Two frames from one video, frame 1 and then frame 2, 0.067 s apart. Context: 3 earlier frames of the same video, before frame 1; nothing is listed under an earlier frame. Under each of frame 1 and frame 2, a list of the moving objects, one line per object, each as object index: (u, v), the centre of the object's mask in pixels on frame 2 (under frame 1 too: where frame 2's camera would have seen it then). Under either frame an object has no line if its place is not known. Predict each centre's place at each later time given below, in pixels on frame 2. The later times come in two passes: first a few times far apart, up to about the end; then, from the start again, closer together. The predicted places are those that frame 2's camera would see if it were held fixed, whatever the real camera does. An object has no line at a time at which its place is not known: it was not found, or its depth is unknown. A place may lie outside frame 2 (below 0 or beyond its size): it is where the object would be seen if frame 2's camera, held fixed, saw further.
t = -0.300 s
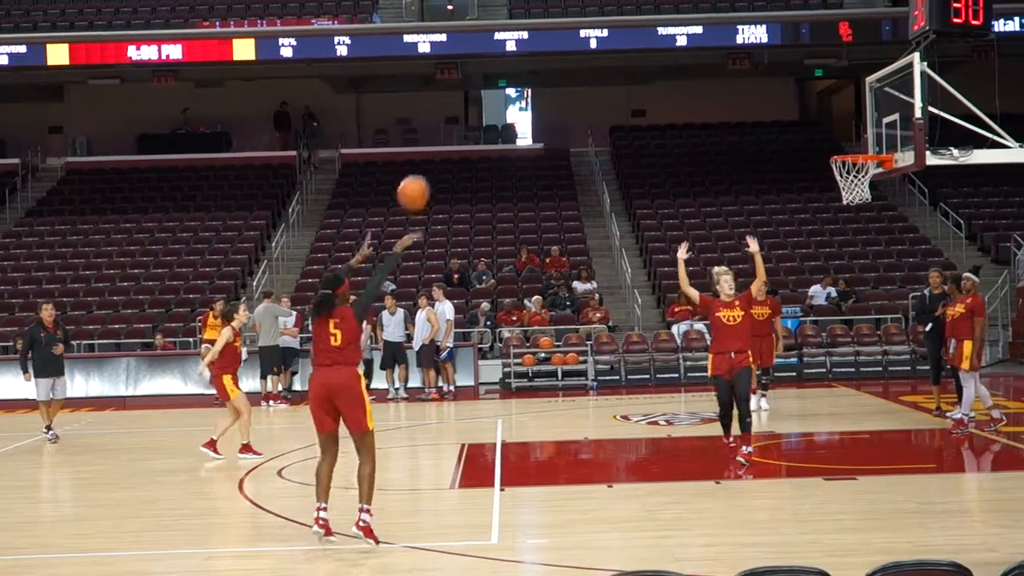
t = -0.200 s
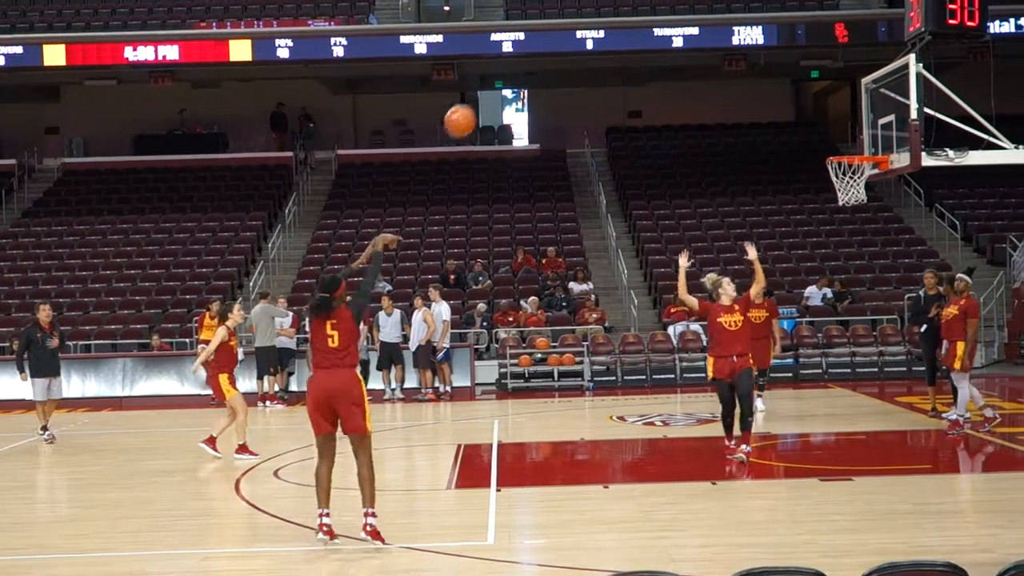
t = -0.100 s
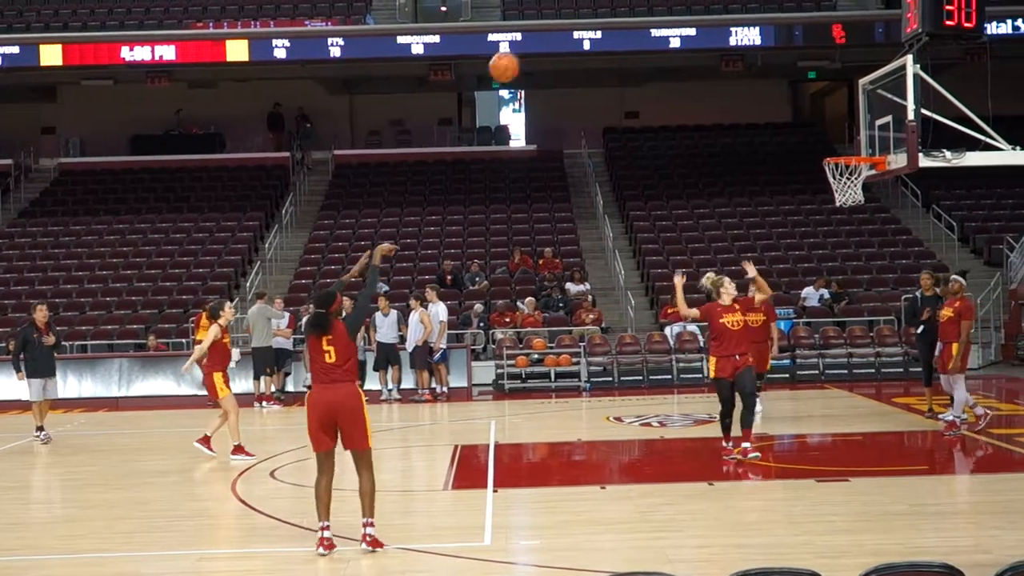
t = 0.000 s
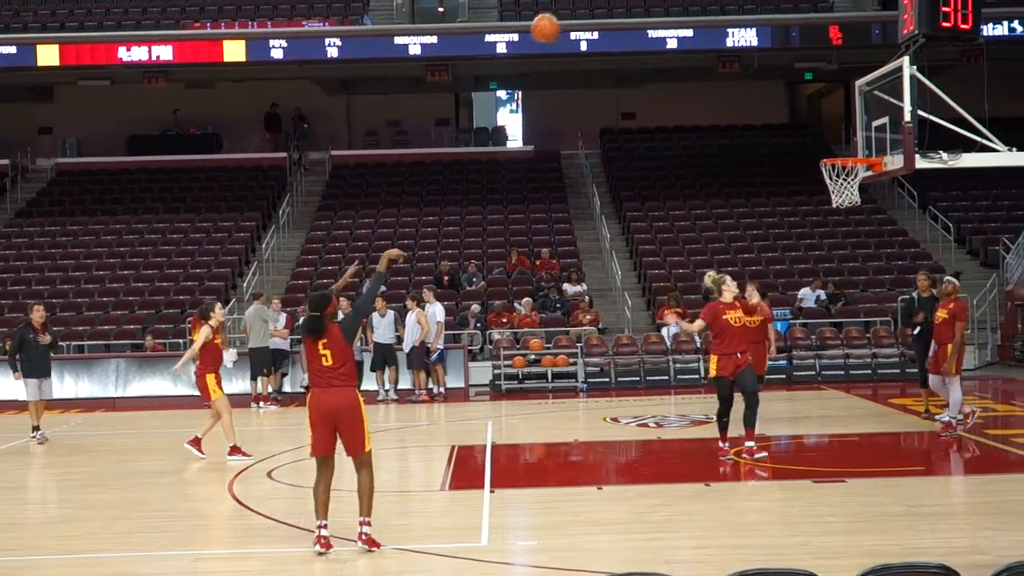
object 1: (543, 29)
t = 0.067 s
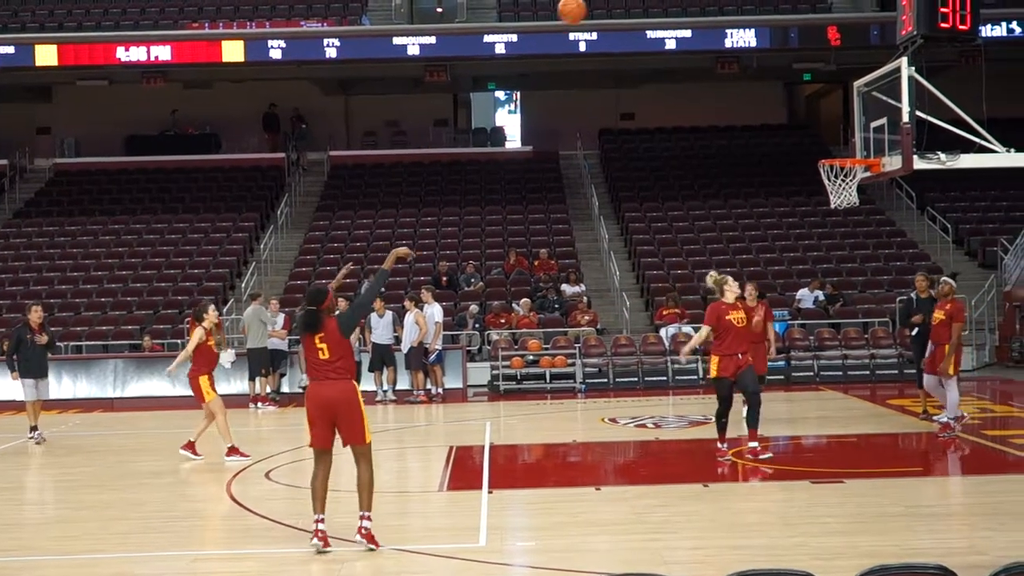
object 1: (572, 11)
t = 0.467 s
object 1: (717, 7)
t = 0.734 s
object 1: (799, 91)
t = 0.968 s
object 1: (844, 157)
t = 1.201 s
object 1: (849, 146)
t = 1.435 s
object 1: (851, 149)
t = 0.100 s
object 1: (585, 8)
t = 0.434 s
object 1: (707, 4)
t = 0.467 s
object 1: (717, 7)
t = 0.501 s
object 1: (728, 15)
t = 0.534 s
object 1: (739, 22)
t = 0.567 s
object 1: (750, 31)
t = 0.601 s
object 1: (760, 43)
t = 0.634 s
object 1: (770, 53)
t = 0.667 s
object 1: (780, 65)
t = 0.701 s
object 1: (790, 78)
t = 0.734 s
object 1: (799, 91)
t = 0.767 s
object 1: (808, 106)
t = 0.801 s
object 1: (818, 121)
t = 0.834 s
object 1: (827, 137)
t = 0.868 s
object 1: (836, 151)
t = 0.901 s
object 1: (844, 157)
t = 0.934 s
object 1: (854, 158)
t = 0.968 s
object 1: (844, 157)
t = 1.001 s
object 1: (836, 158)
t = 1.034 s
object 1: (835, 153)
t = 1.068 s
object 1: (833, 153)
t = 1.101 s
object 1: (836, 150)
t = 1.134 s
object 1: (840, 148)
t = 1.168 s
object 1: (845, 147)
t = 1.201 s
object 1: (849, 146)
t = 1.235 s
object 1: (853, 146)
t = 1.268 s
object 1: (858, 147)
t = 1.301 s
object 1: (860, 148)
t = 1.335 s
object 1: (857, 150)
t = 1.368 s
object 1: (854, 151)
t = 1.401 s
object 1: (853, 150)
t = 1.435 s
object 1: (851, 149)
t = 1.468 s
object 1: (850, 149)
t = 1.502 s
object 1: (848, 149)
